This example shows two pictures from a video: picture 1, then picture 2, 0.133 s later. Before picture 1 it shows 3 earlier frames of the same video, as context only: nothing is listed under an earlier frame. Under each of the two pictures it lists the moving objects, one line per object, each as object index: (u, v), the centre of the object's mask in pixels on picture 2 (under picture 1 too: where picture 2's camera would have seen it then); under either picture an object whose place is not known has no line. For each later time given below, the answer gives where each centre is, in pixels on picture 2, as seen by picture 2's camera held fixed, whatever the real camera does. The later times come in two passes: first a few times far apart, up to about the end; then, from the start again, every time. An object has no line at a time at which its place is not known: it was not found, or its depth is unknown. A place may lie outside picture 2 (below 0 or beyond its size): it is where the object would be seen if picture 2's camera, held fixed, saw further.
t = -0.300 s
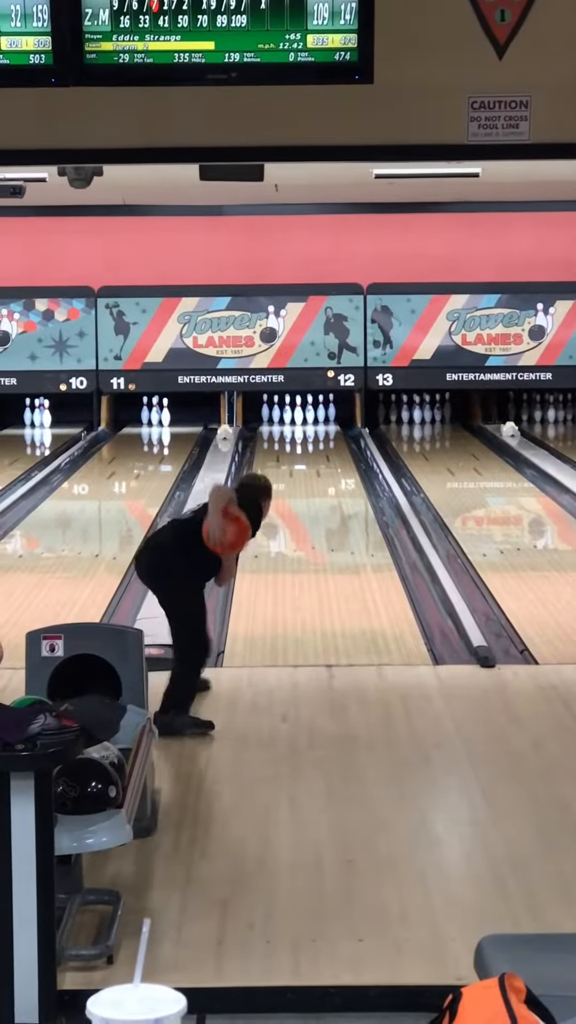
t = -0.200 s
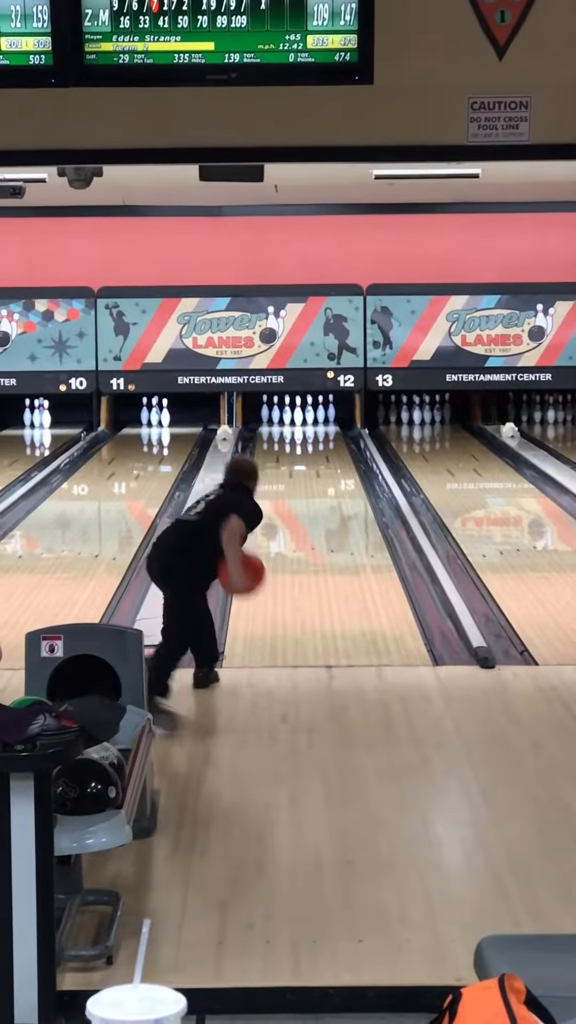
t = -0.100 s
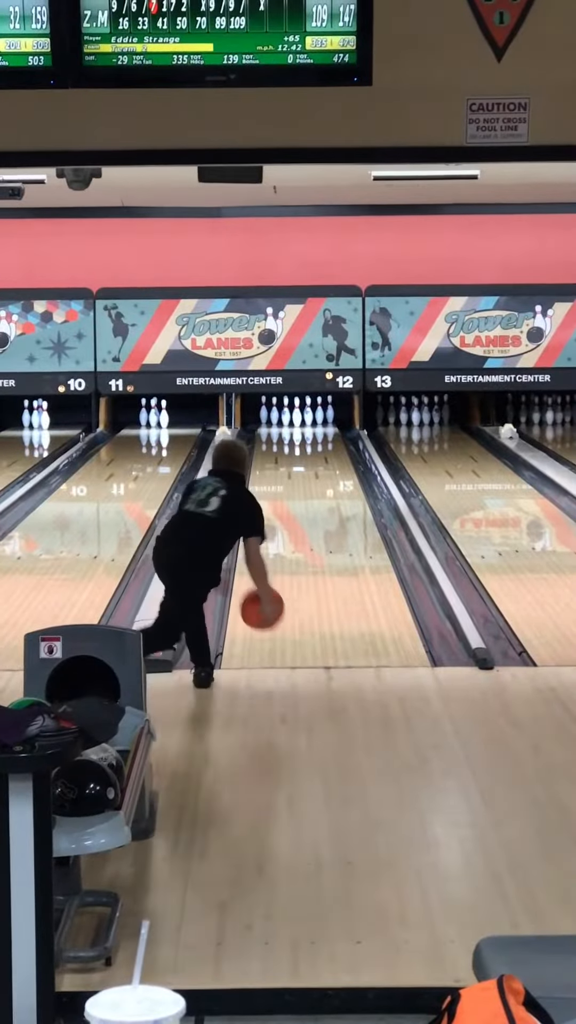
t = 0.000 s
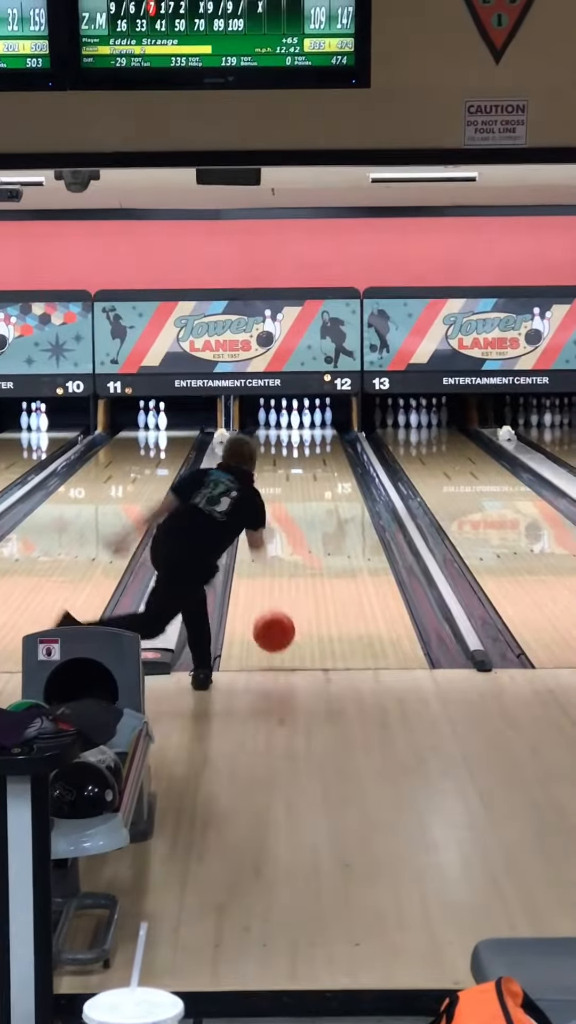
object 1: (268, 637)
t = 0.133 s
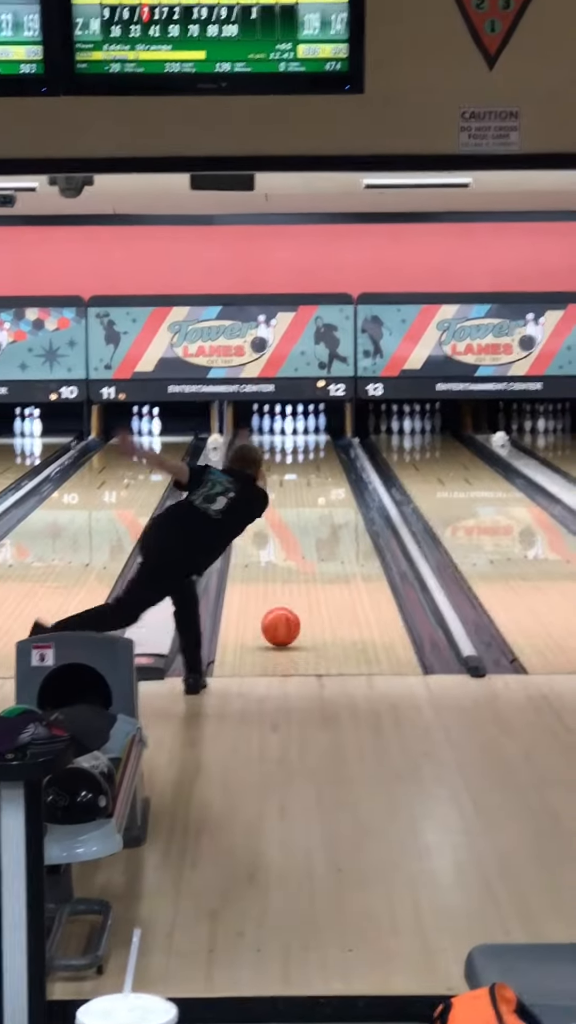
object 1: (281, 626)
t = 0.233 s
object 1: (289, 612)
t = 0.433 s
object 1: (303, 586)
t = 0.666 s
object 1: (316, 558)
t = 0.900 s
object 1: (327, 536)
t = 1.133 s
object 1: (336, 517)
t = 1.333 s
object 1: (337, 501)
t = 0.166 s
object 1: (283, 622)
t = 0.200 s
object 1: (286, 617)
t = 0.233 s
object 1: (289, 612)
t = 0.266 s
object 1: (291, 607)
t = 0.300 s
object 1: (294, 602)
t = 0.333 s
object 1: (296, 598)
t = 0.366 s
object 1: (299, 593)
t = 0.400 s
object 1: (301, 589)
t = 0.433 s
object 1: (303, 586)
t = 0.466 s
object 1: (305, 580)
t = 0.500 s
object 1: (307, 576)
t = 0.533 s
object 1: (309, 573)
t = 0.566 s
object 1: (310, 569)
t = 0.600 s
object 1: (312, 565)
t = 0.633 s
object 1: (314, 562)
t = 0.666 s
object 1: (316, 558)
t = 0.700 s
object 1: (318, 554)
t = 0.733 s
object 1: (320, 551)
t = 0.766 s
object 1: (321, 548)
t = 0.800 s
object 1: (323, 545)
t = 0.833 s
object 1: (324, 542)
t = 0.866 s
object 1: (326, 539)
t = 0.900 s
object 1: (327, 536)
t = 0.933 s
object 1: (328, 533)
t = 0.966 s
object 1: (330, 530)
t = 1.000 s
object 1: (331, 527)
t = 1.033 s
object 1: (332, 524)
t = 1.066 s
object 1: (333, 522)
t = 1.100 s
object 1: (334, 519)
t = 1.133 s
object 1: (336, 517)
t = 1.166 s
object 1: (332, 514)
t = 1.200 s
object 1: (333, 511)
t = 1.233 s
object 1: (333, 508)
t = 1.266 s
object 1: (335, 506)
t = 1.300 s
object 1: (336, 504)
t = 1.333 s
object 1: (337, 501)
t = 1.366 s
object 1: (339, 500)
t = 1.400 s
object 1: (341, 498)
